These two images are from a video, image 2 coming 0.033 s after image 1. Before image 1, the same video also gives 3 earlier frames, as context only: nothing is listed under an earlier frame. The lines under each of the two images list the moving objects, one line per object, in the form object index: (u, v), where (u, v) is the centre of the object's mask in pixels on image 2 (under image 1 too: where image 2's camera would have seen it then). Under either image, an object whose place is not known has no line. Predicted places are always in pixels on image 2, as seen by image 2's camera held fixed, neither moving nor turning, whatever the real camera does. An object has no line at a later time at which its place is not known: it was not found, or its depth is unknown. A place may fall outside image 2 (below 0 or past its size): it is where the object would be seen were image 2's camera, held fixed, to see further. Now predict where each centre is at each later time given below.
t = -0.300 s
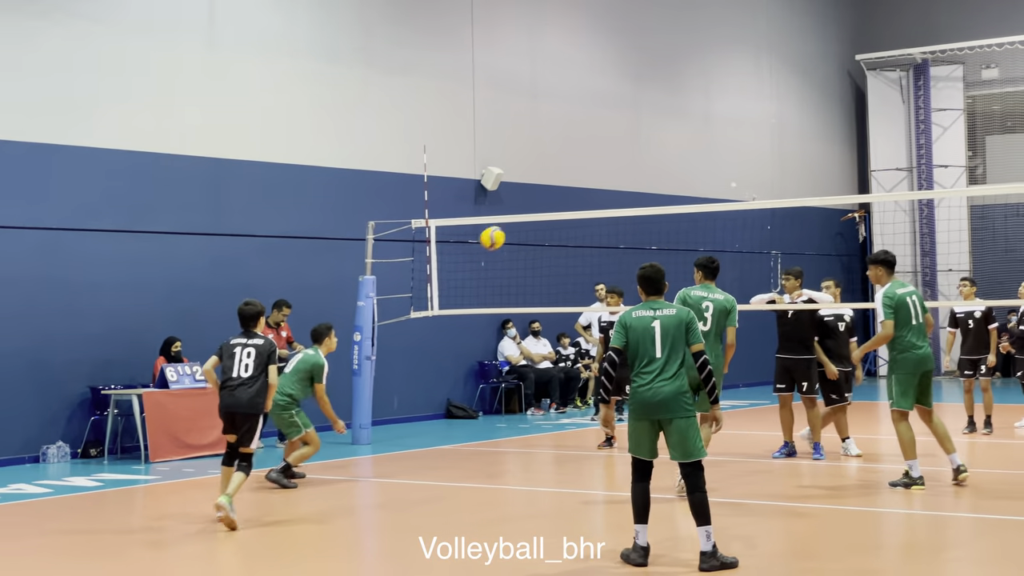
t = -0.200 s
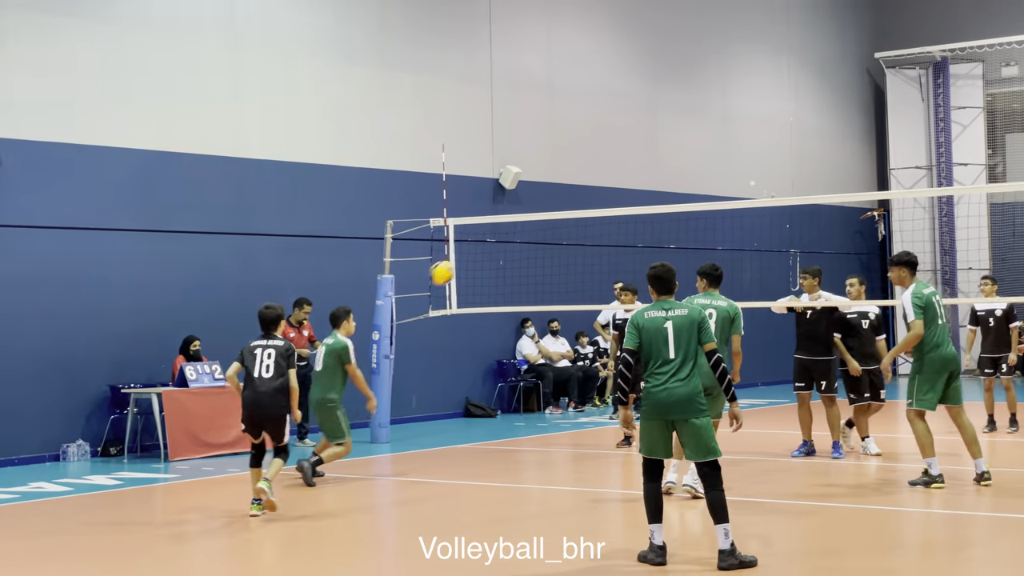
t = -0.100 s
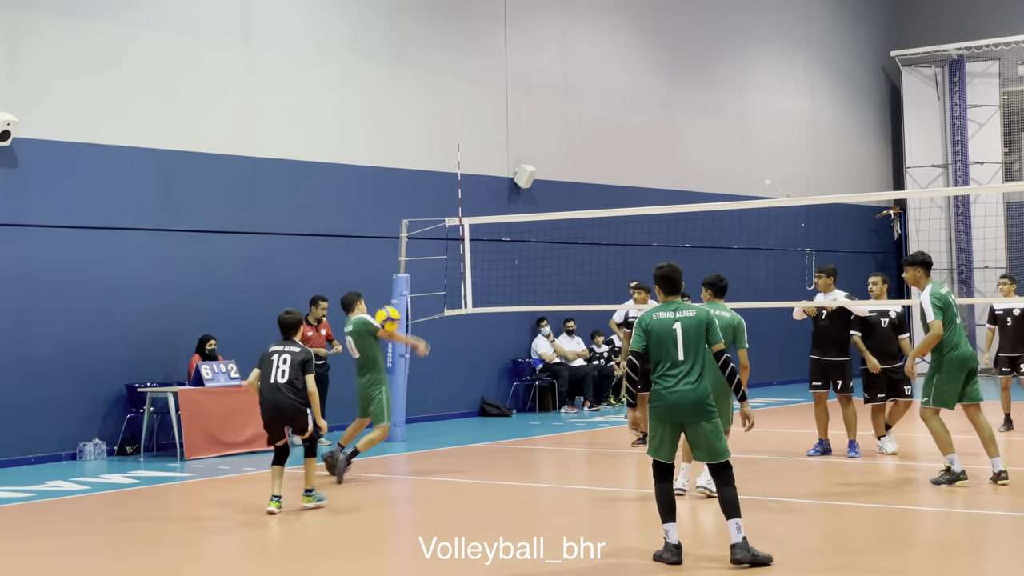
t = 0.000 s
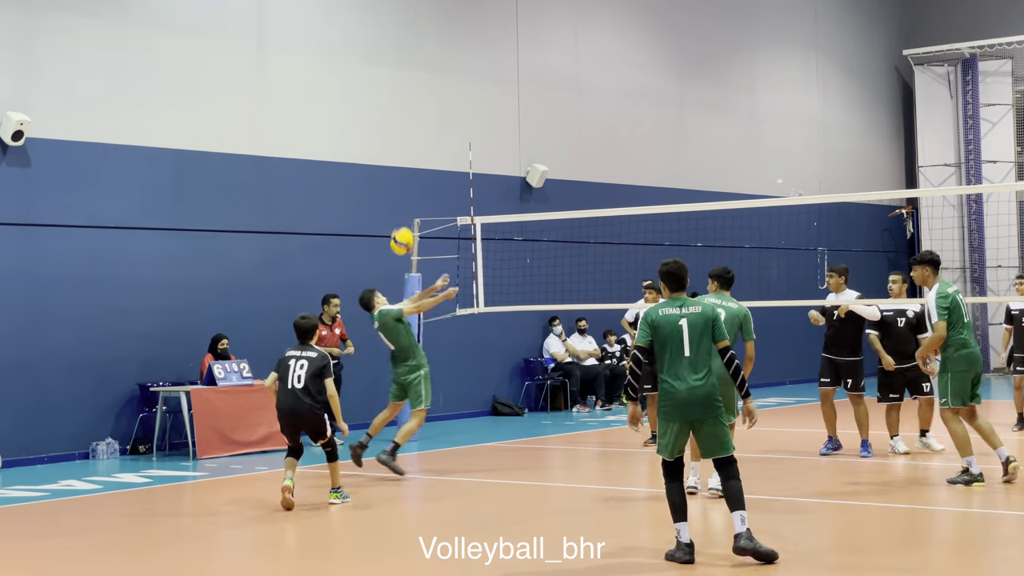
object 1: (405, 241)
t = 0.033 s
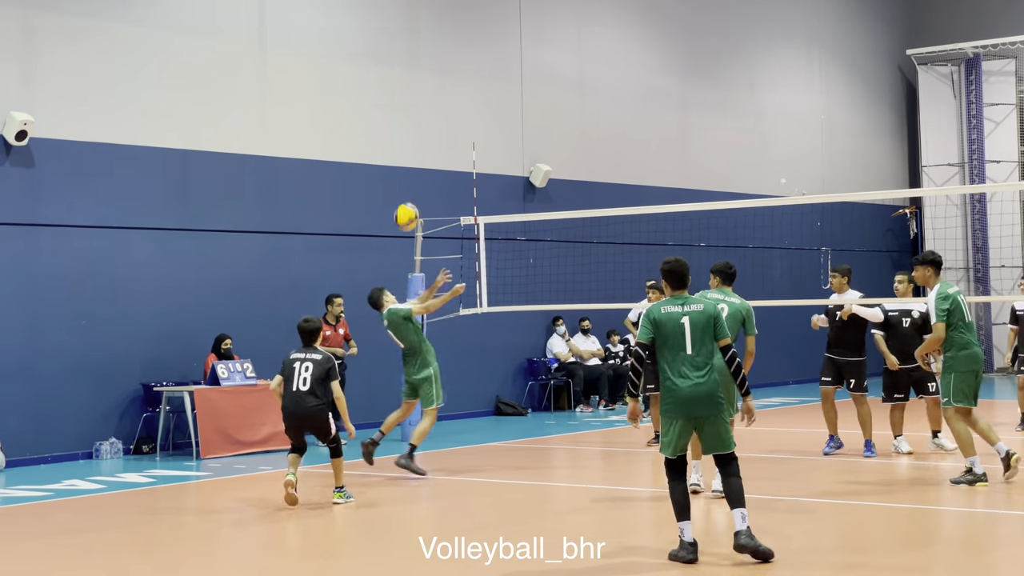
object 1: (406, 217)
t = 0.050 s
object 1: (407, 205)
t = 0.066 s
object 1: (408, 194)
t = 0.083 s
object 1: (407, 183)
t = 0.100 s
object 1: (408, 173)
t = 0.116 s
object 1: (409, 163)
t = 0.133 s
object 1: (409, 151)
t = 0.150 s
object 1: (409, 142)
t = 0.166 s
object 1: (410, 132)
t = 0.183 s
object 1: (410, 123)
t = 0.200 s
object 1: (410, 115)
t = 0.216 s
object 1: (411, 106)
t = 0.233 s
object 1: (411, 98)
